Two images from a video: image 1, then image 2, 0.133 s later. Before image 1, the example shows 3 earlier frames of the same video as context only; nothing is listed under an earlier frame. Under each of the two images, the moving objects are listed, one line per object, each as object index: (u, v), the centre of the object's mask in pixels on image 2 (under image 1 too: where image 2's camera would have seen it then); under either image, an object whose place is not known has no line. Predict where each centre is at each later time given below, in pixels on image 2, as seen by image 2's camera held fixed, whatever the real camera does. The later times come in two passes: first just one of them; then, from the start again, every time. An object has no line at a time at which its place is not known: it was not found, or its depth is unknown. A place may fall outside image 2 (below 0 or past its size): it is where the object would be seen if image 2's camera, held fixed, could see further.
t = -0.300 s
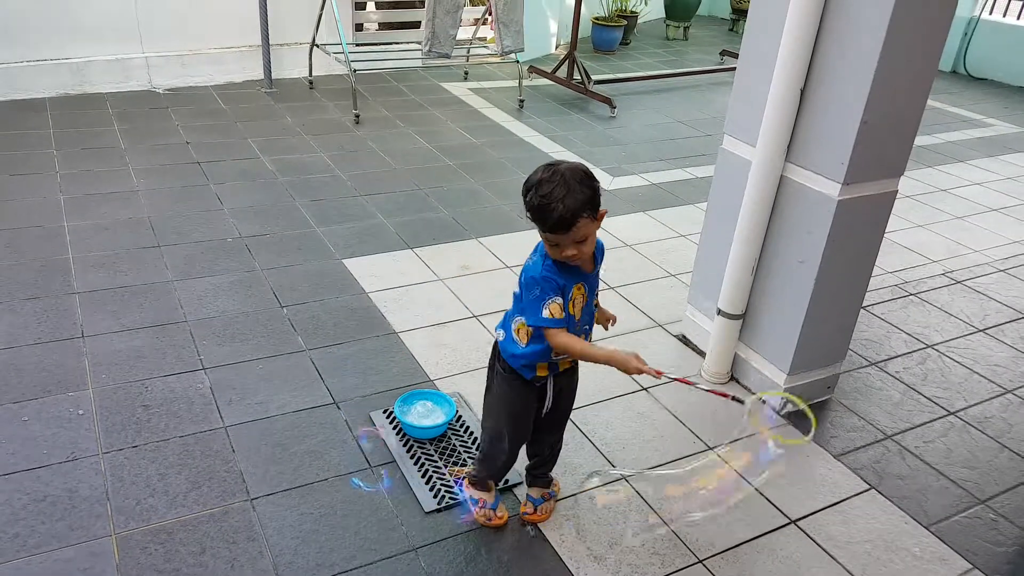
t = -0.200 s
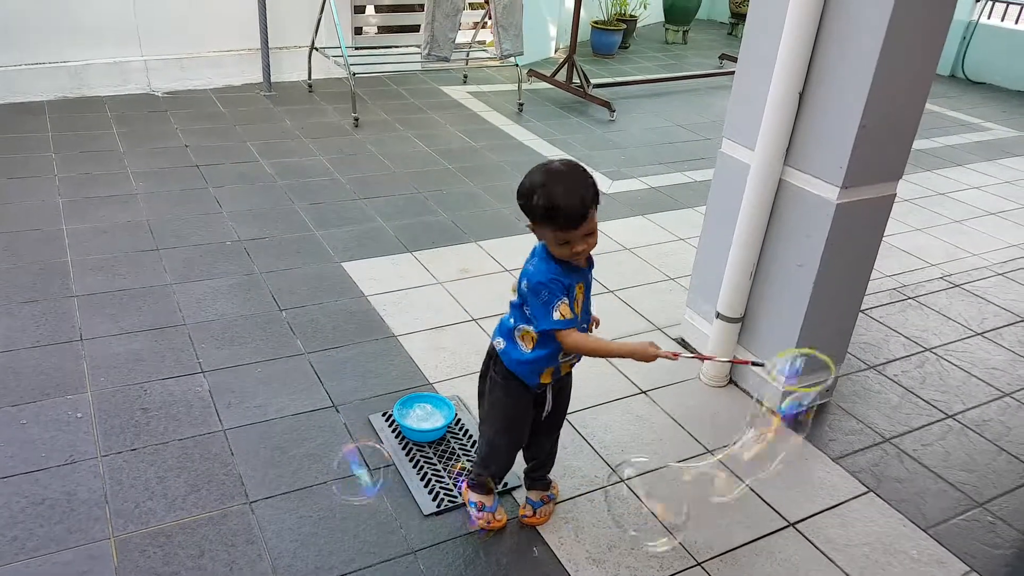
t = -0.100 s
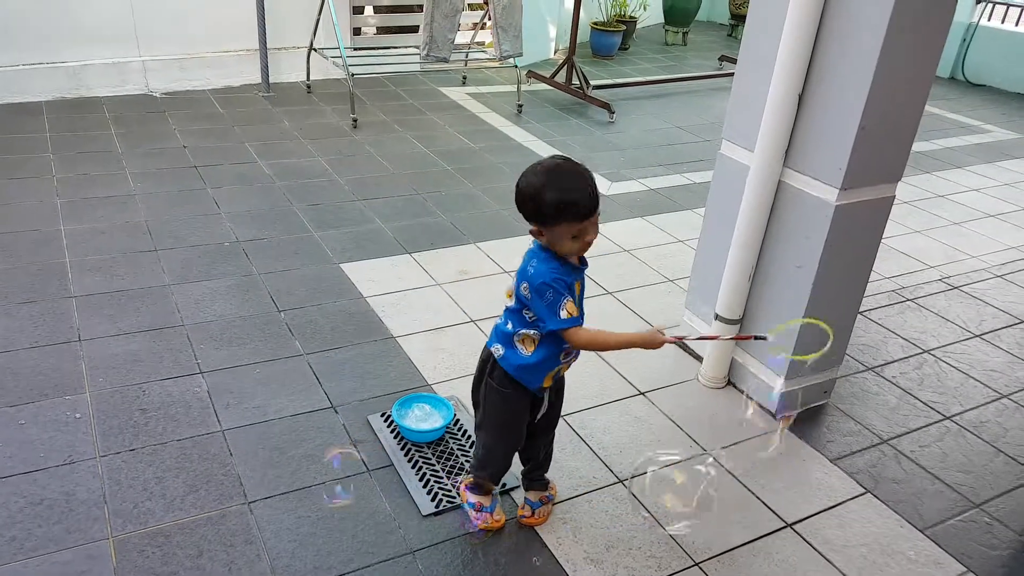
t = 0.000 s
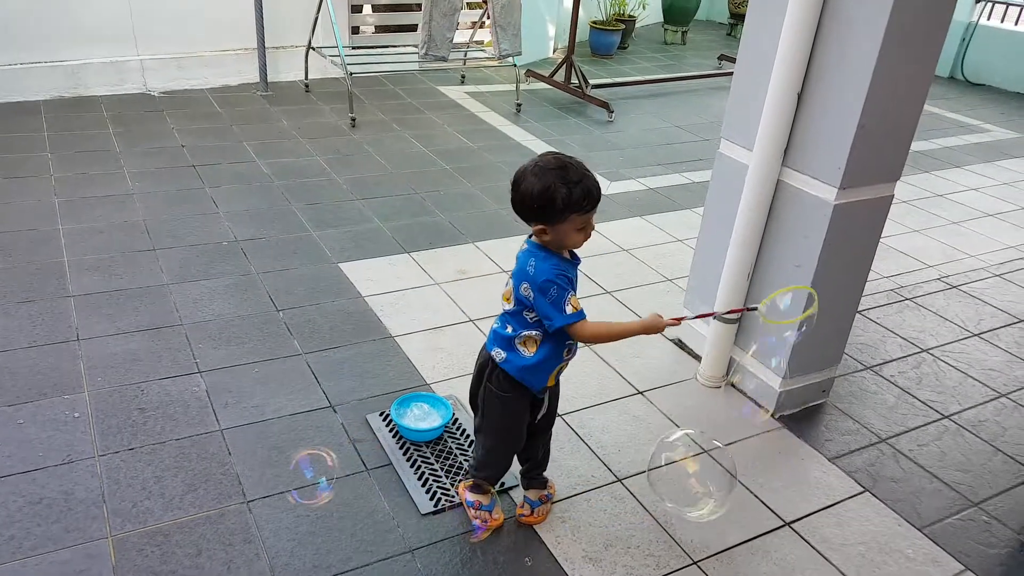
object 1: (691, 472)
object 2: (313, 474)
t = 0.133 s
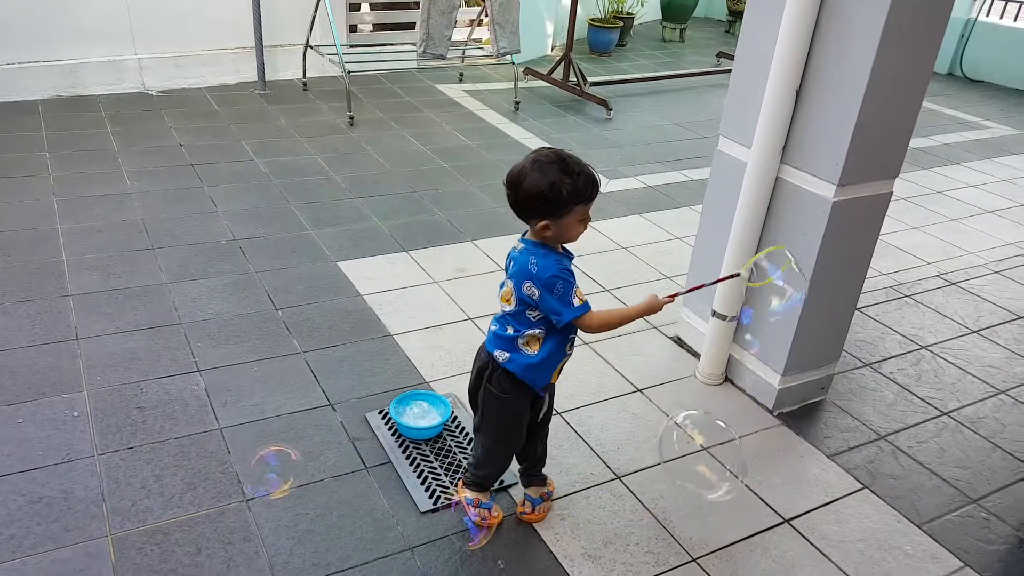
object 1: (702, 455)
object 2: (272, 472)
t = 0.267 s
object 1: (705, 438)
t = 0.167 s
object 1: (704, 450)
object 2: (262, 470)
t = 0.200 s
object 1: (703, 445)
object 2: (249, 467)
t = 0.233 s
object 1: (704, 442)
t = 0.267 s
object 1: (705, 438)
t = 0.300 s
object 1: (704, 433)
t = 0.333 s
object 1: (702, 427)
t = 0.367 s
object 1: (701, 421)
